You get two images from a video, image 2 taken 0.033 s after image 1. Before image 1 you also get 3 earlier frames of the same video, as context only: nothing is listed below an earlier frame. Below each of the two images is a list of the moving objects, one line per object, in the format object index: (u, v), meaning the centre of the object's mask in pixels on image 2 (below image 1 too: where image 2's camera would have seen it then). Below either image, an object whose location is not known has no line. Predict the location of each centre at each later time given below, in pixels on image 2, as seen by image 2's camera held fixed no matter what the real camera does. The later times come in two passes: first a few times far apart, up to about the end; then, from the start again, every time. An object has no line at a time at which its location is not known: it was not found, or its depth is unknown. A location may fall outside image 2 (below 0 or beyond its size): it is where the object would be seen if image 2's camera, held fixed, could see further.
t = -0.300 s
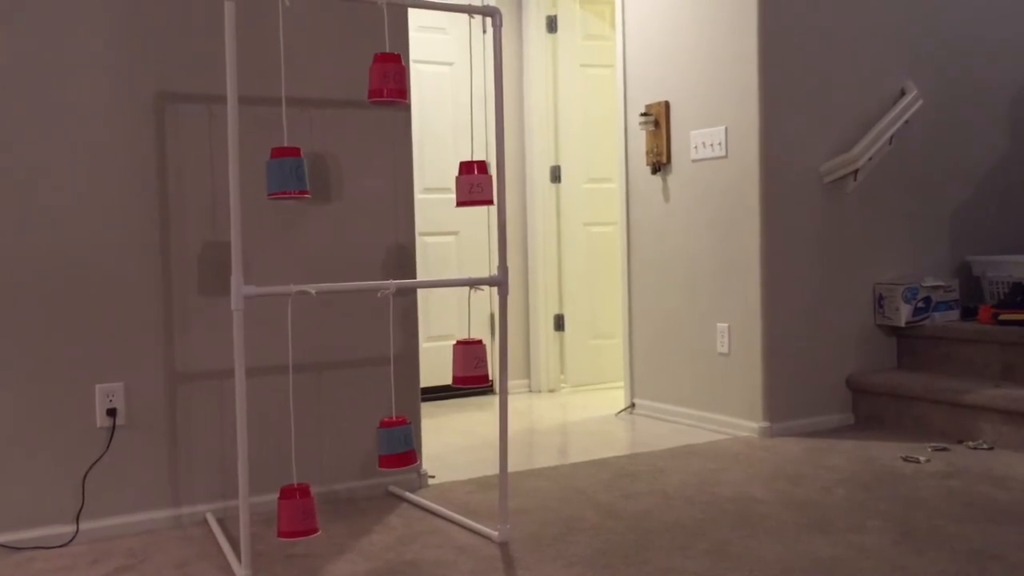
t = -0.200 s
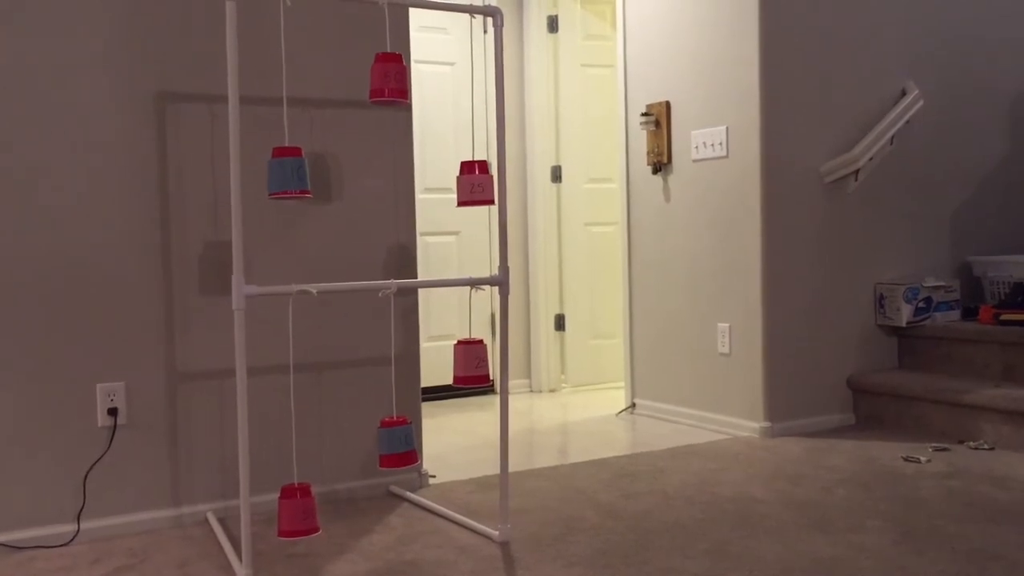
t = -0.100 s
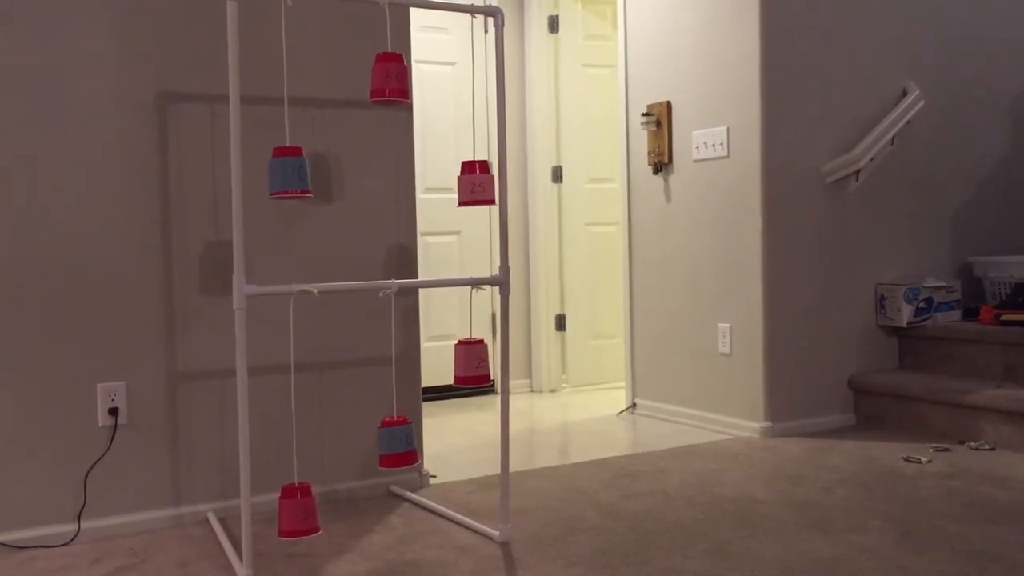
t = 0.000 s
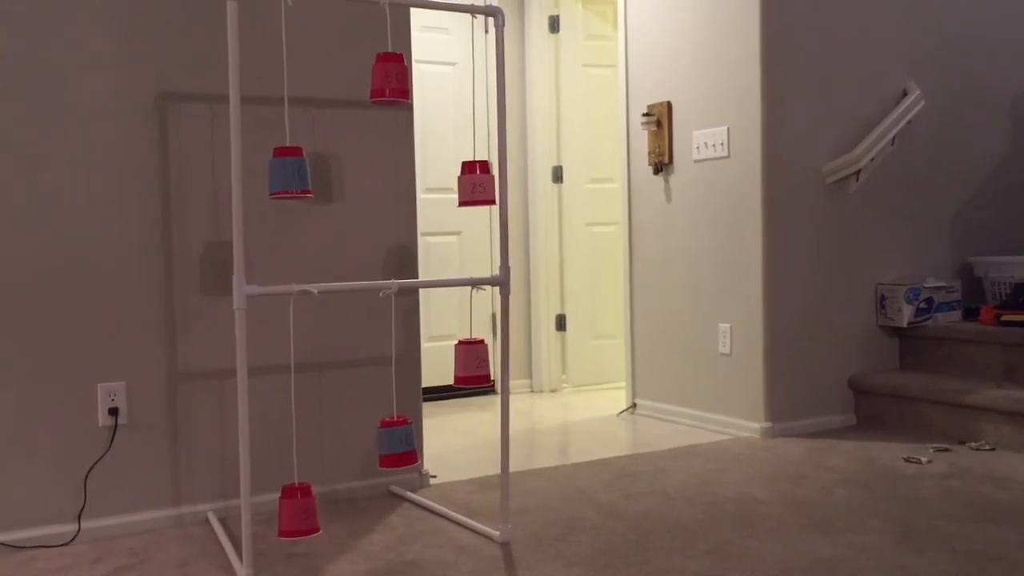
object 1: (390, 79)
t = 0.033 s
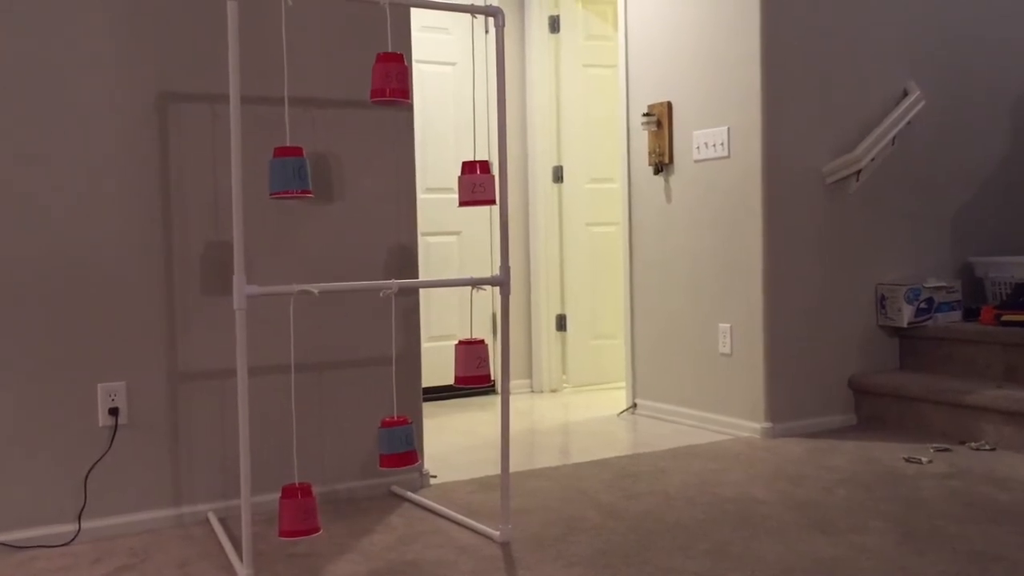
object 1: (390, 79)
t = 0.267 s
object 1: (390, 79)
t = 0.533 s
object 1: (393, 54)
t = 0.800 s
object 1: (385, 78)
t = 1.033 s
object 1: (372, 45)
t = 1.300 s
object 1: (395, 81)
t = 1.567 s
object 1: (393, 76)
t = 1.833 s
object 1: (383, 65)
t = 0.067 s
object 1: (390, 79)
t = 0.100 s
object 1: (390, 79)
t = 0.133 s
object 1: (390, 79)
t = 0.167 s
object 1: (390, 79)
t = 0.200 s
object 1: (390, 79)
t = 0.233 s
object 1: (390, 79)
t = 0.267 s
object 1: (390, 79)
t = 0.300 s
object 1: (390, 79)
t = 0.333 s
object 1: (389, 80)
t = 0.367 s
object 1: (388, 80)
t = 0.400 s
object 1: (387, 75)
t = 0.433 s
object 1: (388, 68)
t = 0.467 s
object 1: (389, 62)
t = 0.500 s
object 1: (391, 57)
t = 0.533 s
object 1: (393, 54)
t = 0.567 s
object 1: (395, 52)
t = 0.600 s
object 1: (396, 54)
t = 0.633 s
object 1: (397, 58)
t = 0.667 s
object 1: (396, 65)
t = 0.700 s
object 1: (395, 73)
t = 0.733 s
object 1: (393, 79)
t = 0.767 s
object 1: (390, 78)
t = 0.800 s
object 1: (385, 78)
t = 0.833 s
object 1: (380, 77)
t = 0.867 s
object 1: (376, 71)
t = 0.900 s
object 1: (373, 62)
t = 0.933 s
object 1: (372, 54)
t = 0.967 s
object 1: (370, 51)
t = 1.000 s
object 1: (370, 48)
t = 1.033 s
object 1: (372, 45)
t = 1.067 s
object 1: (373, 47)
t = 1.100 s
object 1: (375, 52)
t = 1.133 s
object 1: (379, 58)
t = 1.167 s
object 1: (382, 65)
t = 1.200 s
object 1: (385, 71)
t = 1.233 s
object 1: (388, 75)
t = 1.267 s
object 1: (392, 79)
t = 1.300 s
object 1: (395, 81)
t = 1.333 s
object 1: (396, 81)
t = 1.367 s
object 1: (397, 78)
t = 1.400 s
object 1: (397, 75)
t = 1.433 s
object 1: (397, 74)
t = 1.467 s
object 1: (396, 73)
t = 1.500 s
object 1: (395, 73)
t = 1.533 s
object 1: (394, 74)
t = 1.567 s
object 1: (393, 76)
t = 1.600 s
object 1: (391, 79)
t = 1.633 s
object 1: (390, 81)
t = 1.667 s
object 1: (388, 80)
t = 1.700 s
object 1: (387, 79)
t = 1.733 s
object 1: (385, 79)
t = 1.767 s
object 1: (384, 75)
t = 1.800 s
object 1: (383, 70)
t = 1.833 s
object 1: (383, 65)
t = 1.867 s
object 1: (384, 62)
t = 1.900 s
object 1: (383, 60)
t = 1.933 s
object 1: (384, 62)
